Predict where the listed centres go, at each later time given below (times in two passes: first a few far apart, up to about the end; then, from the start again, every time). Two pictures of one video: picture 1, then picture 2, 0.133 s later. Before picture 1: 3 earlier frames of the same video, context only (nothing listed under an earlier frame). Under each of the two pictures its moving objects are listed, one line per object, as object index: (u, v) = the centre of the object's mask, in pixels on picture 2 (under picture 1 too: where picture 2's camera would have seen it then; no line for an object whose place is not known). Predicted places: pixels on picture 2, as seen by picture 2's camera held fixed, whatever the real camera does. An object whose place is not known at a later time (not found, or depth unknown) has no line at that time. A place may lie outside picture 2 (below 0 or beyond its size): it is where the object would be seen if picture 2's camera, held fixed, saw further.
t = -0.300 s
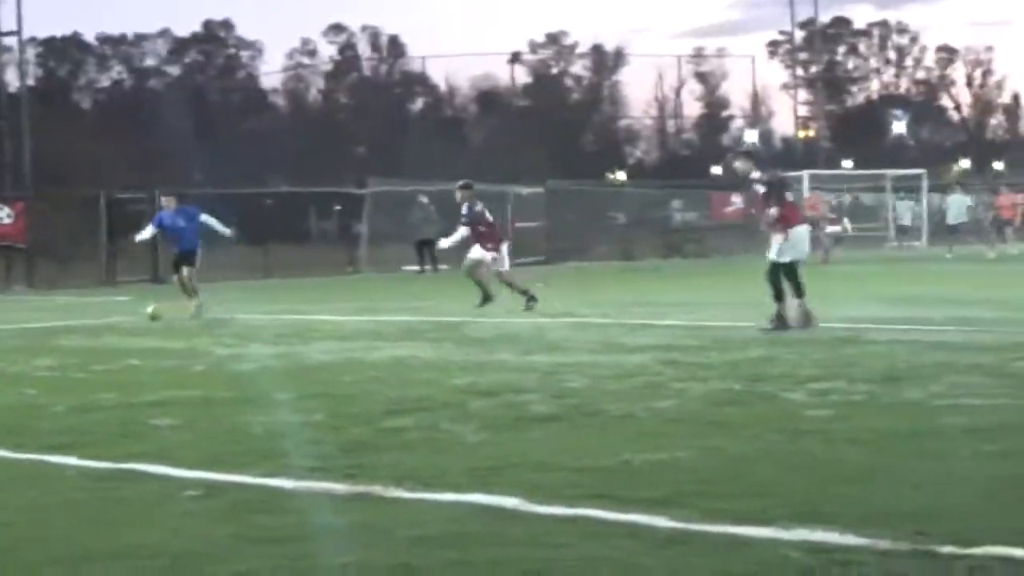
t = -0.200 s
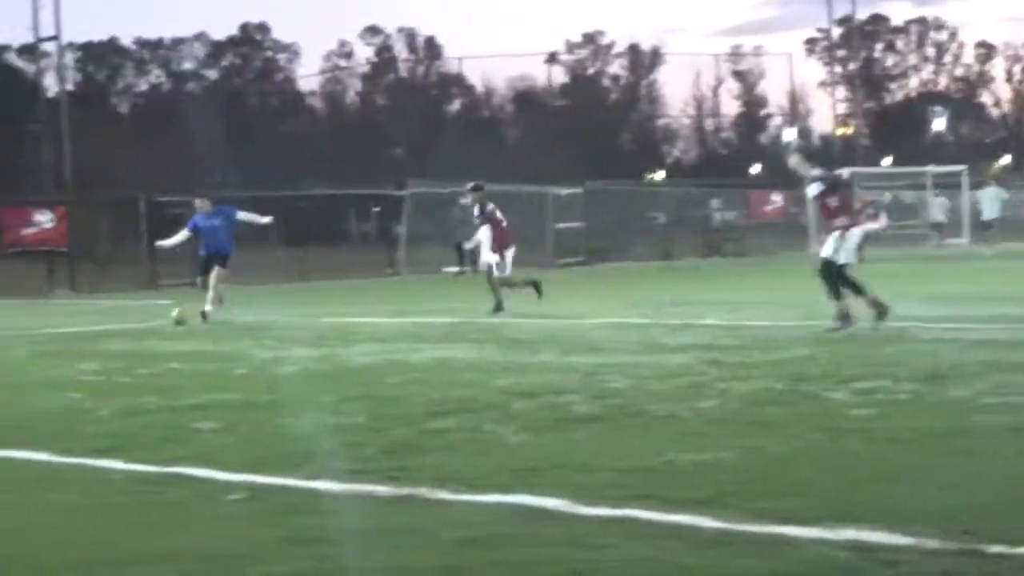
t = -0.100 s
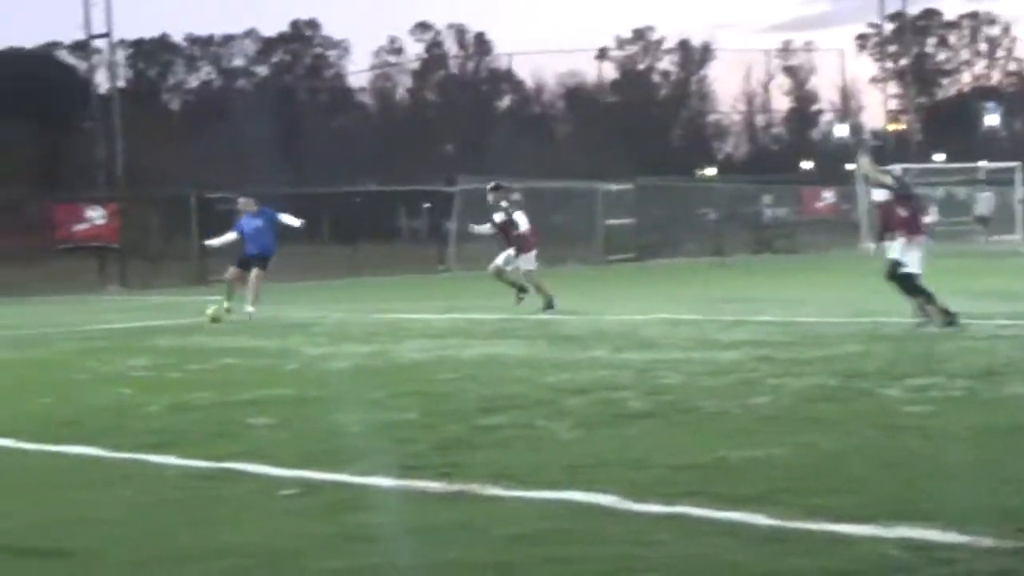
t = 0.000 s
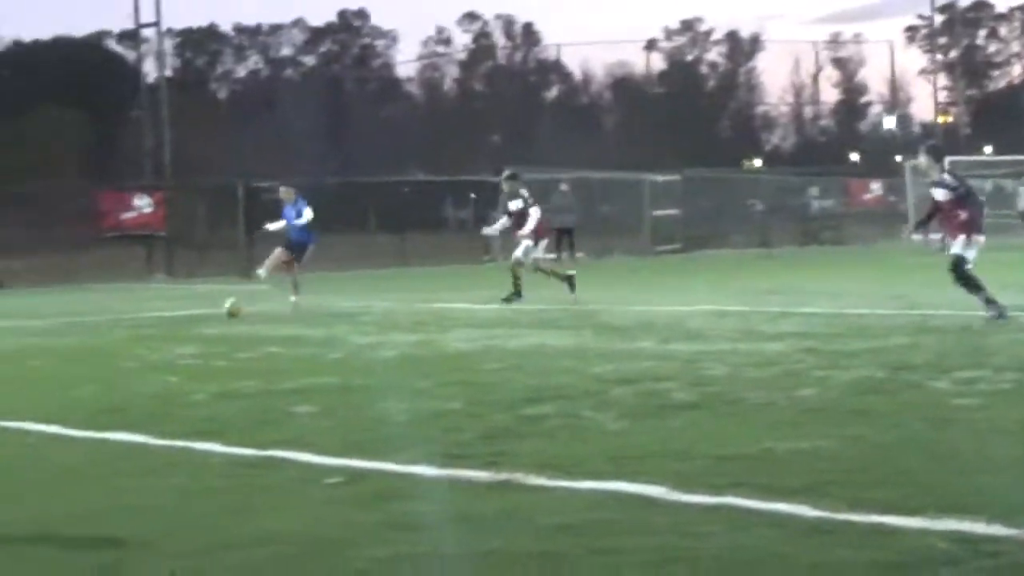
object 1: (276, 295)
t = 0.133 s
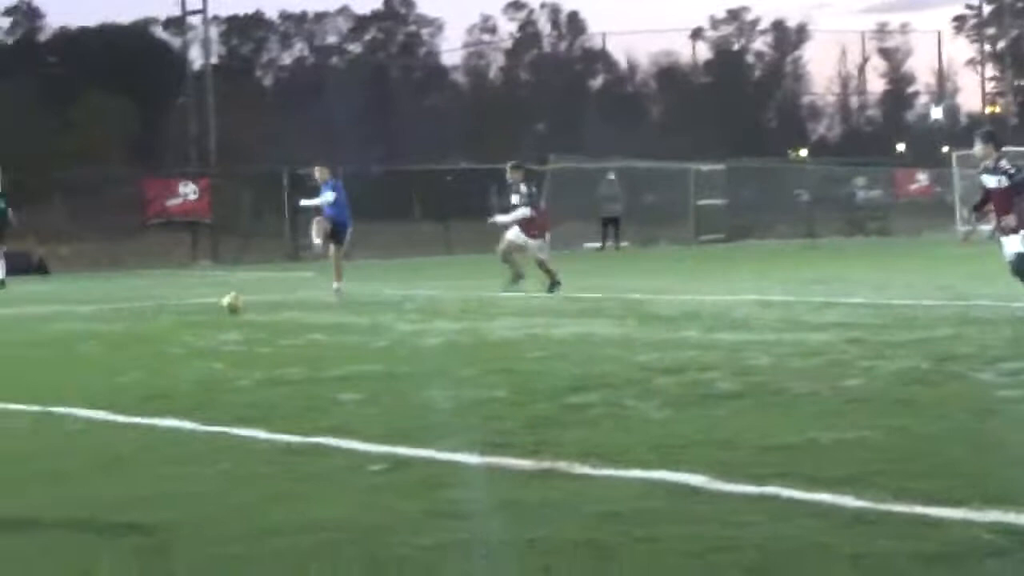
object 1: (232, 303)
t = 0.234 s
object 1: (200, 312)
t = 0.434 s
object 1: (129, 328)
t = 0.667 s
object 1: (42, 351)
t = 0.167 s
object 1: (222, 307)
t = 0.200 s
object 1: (211, 310)
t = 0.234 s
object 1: (200, 312)
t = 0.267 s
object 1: (188, 314)
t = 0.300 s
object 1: (177, 317)
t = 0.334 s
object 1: (165, 320)
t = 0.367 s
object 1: (153, 323)
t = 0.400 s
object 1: (142, 326)
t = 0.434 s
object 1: (129, 328)
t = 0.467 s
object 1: (117, 331)
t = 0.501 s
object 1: (104, 333)
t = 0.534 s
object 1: (91, 335)
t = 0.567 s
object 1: (77, 341)
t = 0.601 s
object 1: (68, 345)
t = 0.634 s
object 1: (56, 348)
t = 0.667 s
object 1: (42, 351)
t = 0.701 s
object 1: (28, 354)
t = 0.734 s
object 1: (18, 357)
